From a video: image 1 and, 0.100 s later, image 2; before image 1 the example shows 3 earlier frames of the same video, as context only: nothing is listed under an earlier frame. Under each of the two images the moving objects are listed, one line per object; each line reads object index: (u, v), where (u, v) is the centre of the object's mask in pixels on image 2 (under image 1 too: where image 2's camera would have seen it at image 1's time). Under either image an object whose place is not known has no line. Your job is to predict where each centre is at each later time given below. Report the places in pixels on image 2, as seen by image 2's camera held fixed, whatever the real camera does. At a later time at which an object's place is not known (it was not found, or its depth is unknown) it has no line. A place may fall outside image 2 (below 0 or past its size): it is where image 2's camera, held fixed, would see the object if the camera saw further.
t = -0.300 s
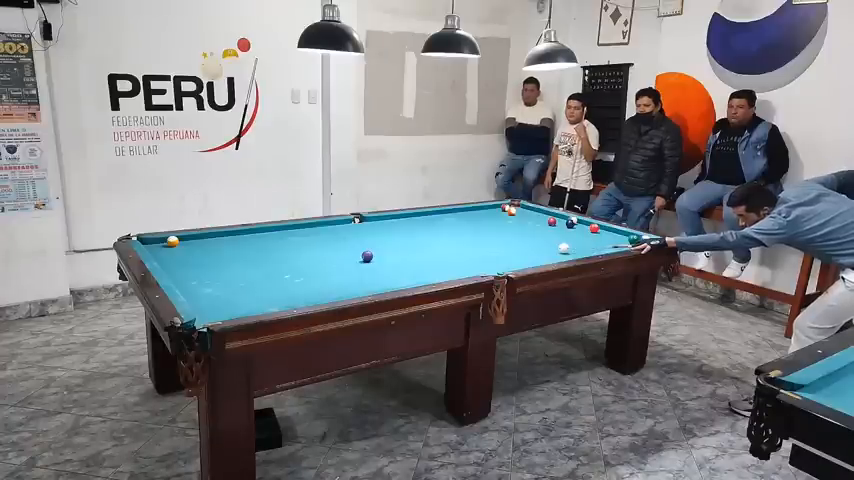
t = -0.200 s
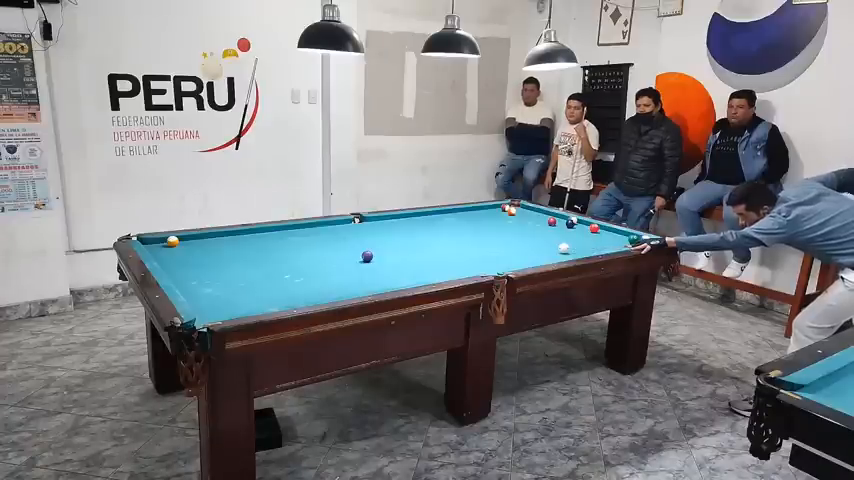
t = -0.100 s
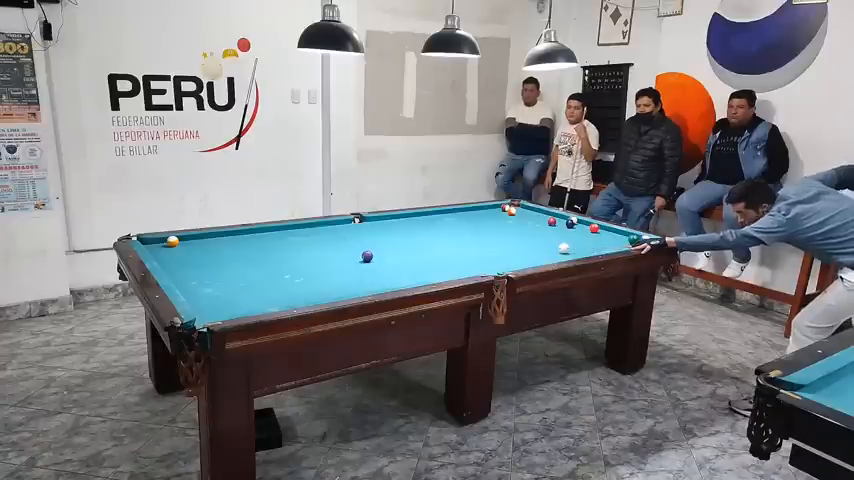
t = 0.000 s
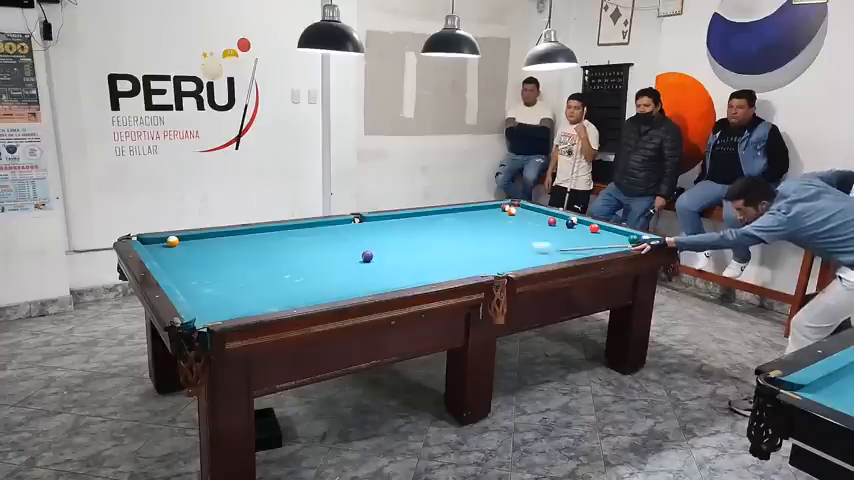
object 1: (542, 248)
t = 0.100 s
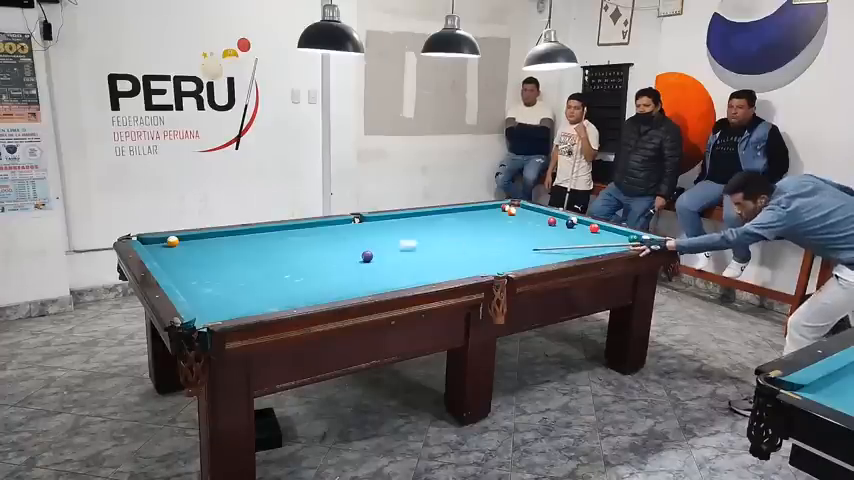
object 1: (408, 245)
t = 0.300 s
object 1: (137, 238)
